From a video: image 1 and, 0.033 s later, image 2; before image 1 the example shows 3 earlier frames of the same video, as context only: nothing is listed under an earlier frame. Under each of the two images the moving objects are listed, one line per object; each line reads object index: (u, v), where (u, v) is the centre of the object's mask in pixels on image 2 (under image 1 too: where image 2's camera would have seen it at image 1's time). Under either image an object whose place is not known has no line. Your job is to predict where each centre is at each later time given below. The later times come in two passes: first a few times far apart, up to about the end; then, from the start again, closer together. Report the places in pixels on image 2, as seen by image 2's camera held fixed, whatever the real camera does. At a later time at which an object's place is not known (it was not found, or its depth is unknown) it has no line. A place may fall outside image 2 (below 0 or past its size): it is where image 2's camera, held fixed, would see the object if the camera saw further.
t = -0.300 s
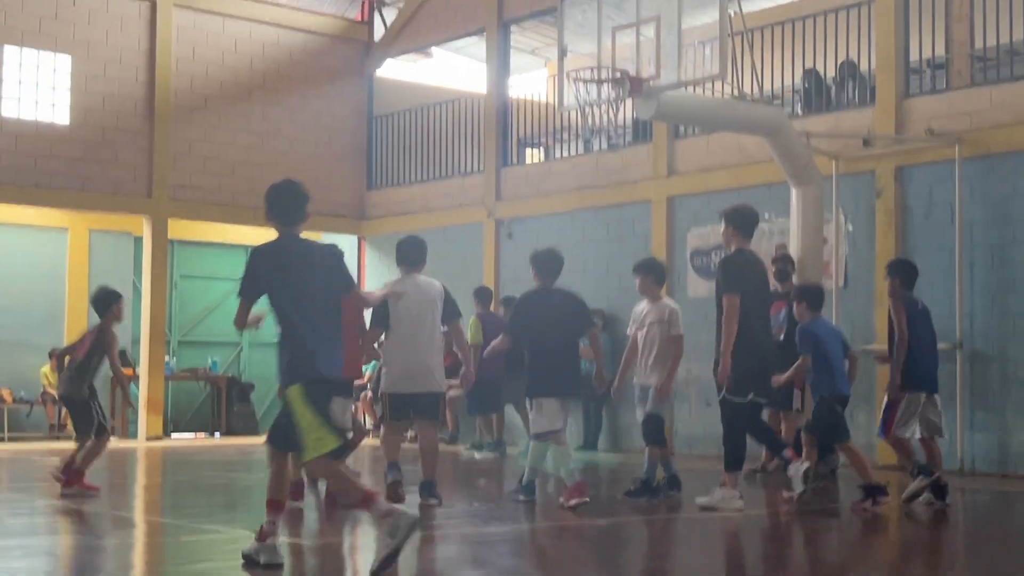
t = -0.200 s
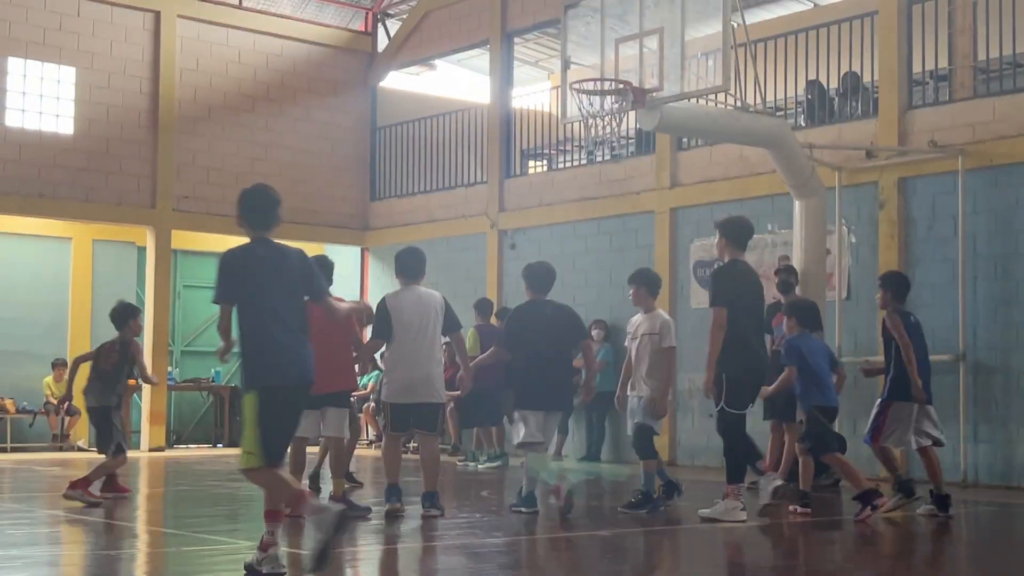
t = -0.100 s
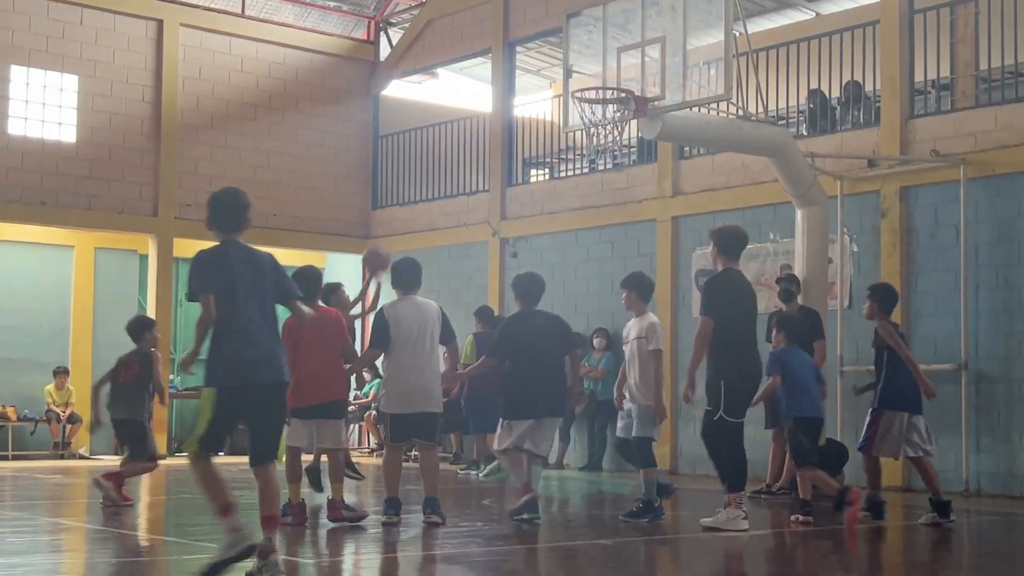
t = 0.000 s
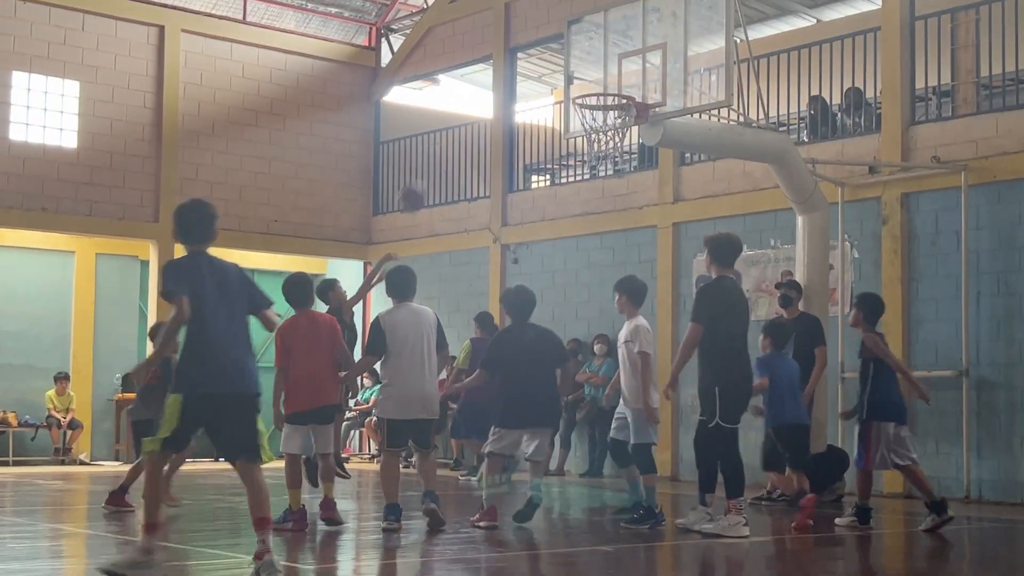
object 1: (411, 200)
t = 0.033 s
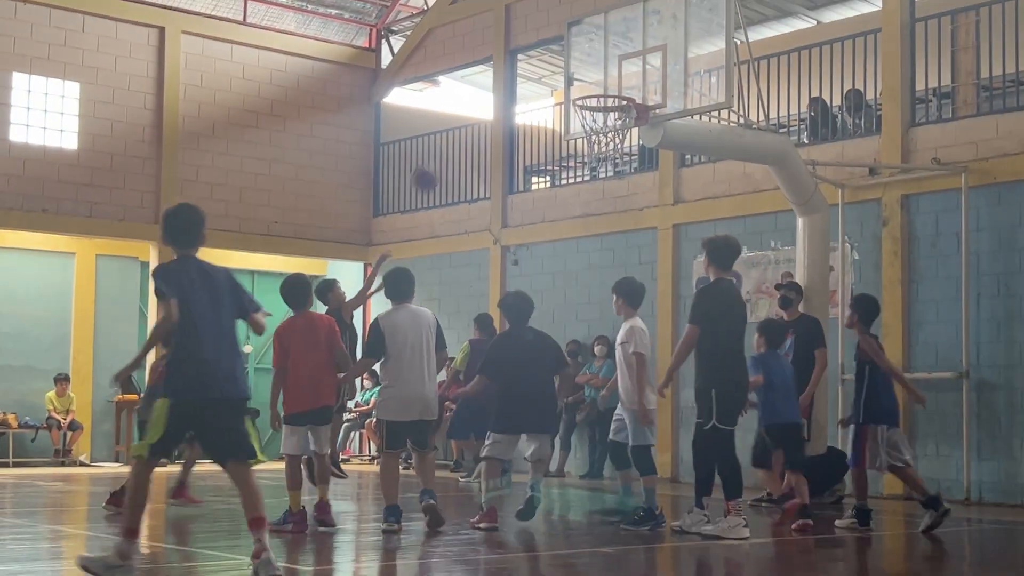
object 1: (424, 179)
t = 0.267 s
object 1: (505, 81)
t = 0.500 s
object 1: (584, 51)
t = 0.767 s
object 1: (623, 86)
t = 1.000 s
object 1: (574, 84)
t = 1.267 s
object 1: (547, 109)
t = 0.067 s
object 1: (435, 161)
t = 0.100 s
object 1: (448, 142)
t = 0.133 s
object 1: (459, 128)
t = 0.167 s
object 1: (470, 115)
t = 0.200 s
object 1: (483, 100)
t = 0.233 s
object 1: (496, 89)
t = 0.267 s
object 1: (505, 81)
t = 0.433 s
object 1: (562, 52)
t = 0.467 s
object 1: (573, 51)
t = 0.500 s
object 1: (584, 51)
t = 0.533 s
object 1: (595, 52)
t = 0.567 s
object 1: (606, 55)
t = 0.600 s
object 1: (616, 59)
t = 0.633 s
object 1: (628, 65)
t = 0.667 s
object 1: (633, 71)
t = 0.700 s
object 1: (631, 77)
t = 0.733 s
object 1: (628, 84)
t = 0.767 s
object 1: (623, 86)
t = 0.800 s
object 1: (613, 89)
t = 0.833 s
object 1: (604, 91)
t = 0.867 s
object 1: (597, 90)
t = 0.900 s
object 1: (590, 87)
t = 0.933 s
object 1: (584, 86)
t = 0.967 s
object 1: (578, 86)
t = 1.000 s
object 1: (574, 84)
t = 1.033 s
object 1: (571, 82)
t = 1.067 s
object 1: (567, 82)
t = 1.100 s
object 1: (564, 83)
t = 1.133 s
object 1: (561, 85)
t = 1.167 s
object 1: (557, 89)
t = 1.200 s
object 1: (553, 94)
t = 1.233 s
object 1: (550, 100)
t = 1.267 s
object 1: (547, 109)
